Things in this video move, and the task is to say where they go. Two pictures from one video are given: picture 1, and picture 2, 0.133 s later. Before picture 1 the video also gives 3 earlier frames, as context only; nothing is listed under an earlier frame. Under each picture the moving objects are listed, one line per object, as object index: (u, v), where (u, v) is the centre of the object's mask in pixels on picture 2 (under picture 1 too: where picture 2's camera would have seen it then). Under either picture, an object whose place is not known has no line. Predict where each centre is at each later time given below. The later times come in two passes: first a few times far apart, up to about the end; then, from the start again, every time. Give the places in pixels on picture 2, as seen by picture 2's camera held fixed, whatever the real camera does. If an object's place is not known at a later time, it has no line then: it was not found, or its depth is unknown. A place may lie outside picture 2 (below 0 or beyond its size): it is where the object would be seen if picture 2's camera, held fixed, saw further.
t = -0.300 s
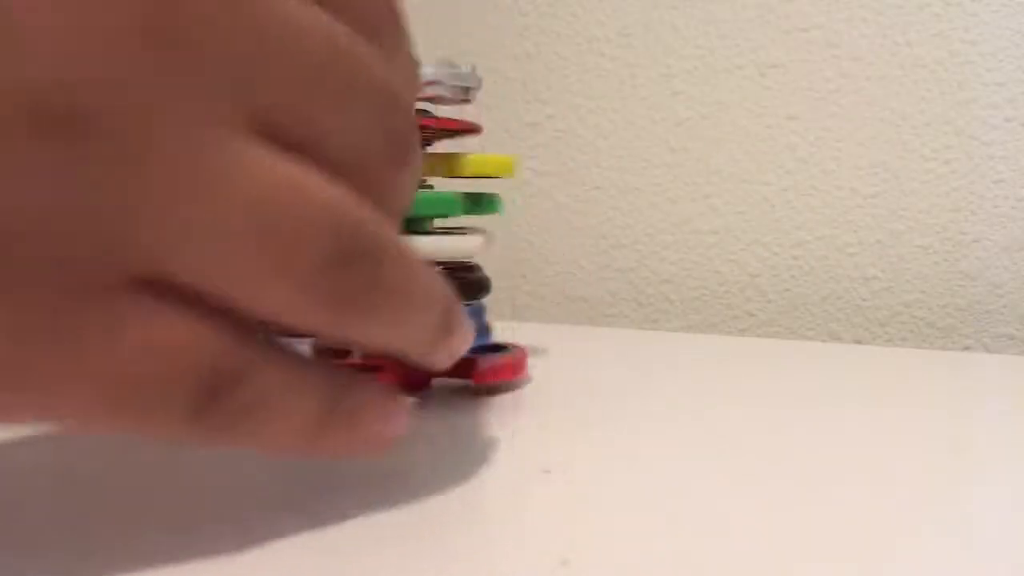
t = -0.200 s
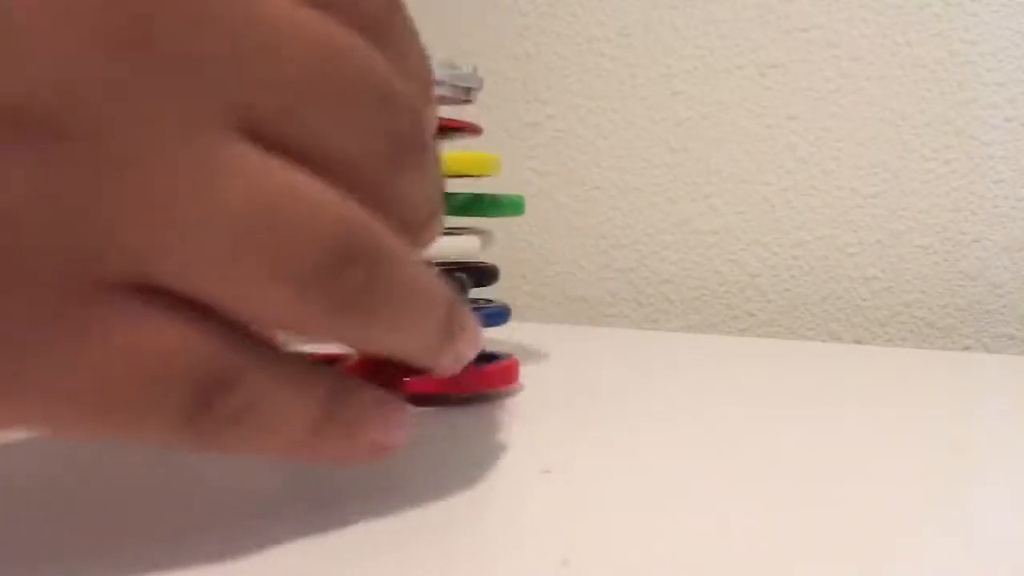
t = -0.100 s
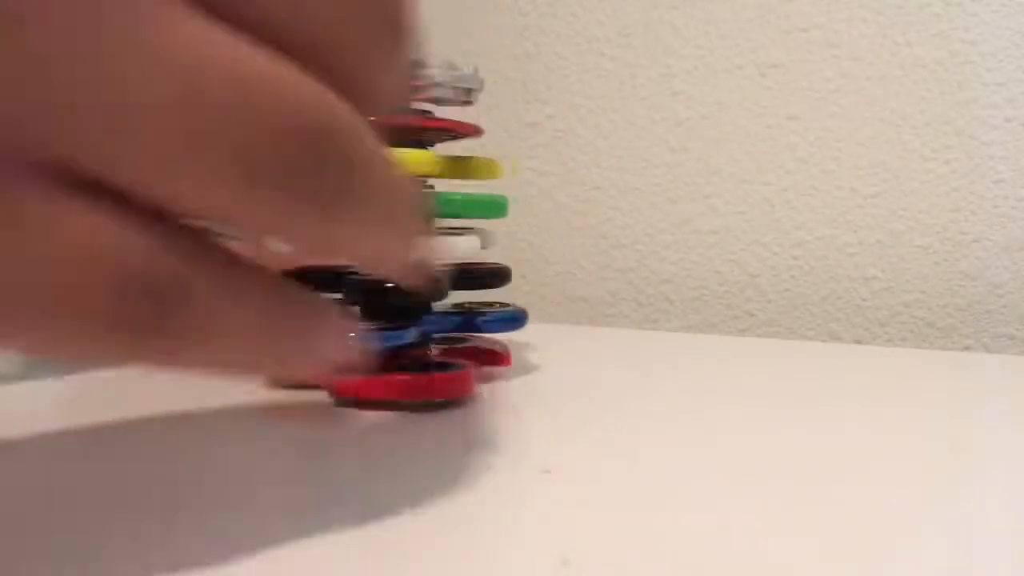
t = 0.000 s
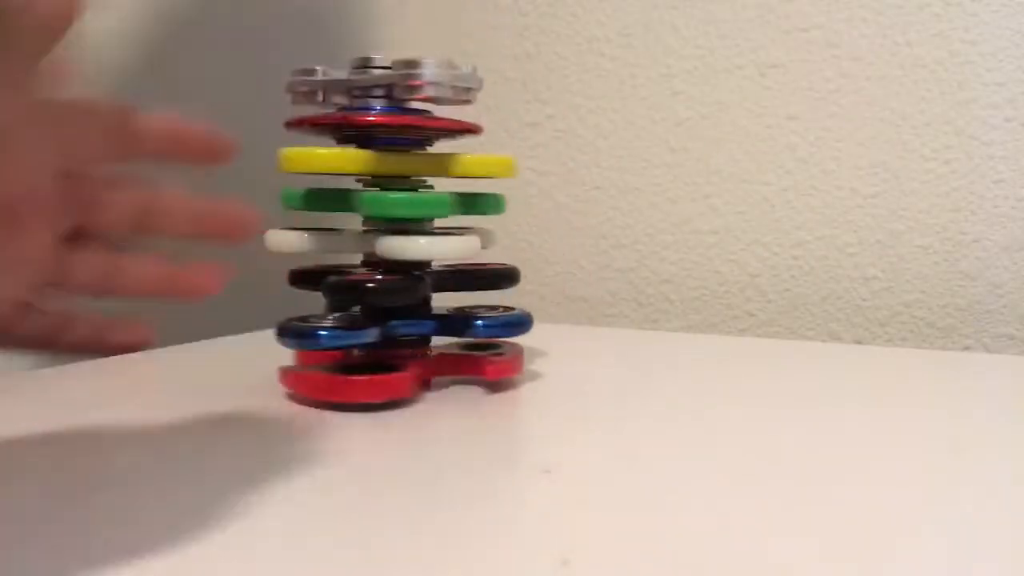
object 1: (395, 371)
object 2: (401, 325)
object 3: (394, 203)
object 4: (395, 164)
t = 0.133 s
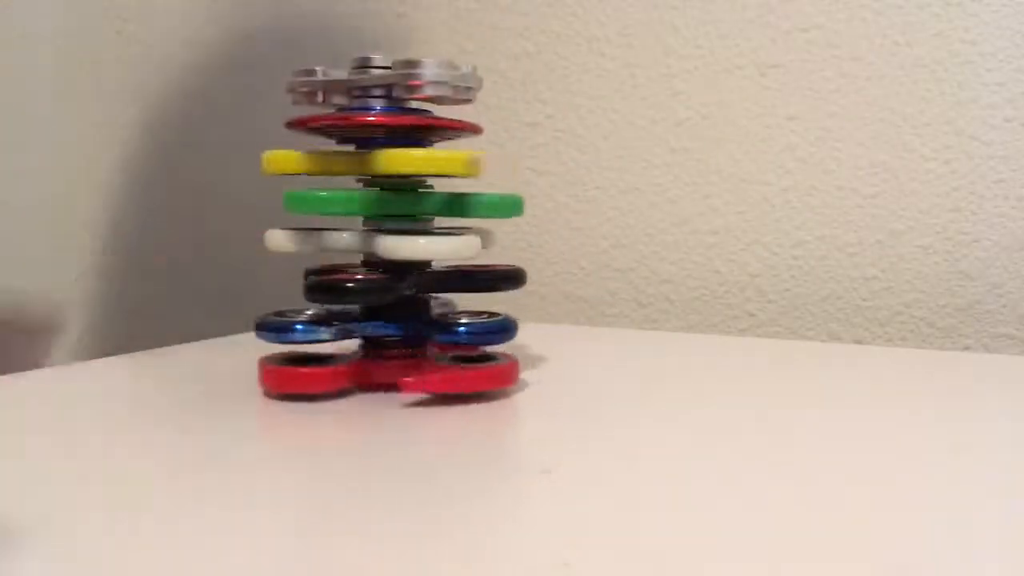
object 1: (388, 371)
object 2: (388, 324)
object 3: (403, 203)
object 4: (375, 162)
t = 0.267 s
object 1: (385, 369)
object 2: (389, 322)
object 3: (385, 203)
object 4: (398, 163)
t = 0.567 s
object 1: (389, 370)
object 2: (398, 324)
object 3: (386, 202)
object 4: (399, 163)
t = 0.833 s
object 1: (386, 372)
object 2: (388, 321)
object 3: (380, 202)
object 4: (403, 163)
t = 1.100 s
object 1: (395, 371)
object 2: (400, 324)
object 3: (389, 203)
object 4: (393, 164)
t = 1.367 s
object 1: (388, 370)
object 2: (388, 322)
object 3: (398, 204)
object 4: (380, 163)
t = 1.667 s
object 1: (392, 370)
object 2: (400, 323)
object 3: (402, 203)
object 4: (376, 163)
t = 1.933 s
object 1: (386, 371)
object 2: (386, 323)
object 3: (413, 204)
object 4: (378, 163)
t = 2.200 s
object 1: (394, 374)
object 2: (399, 323)
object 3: (396, 204)
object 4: (393, 164)
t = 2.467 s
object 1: (390, 371)
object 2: (394, 324)
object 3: (380, 202)
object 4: (402, 163)
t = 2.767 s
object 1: (388, 370)
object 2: (392, 321)
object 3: (388, 203)
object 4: (397, 164)
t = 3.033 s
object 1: (391, 371)
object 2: (399, 323)
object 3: (404, 203)
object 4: (375, 163)
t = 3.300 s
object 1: (393, 371)
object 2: (387, 322)
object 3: (403, 202)
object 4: (385, 163)
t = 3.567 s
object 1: (392, 369)
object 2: (397, 320)
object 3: (380, 202)
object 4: (403, 162)
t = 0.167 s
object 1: (385, 371)
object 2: (388, 323)
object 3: (394, 203)
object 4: (383, 163)
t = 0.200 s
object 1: (384, 370)
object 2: (386, 322)
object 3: (388, 203)
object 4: (394, 163)
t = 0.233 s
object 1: (387, 370)
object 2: (387, 322)
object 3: (381, 203)
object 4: (404, 163)
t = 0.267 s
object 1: (385, 369)
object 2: (389, 322)
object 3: (385, 203)
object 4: (398, 163)
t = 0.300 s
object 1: (387, 369)
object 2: (391, 321)
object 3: (398, 203)
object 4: (392, 163)
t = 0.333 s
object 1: (390, 370)
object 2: (396, 321)
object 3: (406, 203)
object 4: (387, 163)
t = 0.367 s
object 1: (393, 371)
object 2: (398, 322)
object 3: (414, 203)
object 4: (382, 163)
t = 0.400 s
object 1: (396, 372)
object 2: (400, 322)
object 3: (408, 203)
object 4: (376, 162)
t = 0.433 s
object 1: (395, 372)
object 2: (401, 323)
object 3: (401, 203)
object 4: (380, 162)
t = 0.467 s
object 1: (392, 372)
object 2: (401, 323)
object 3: (396, 203)
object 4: (389, 163)
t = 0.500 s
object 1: (390, 371)
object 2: (401, 324)
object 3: (387, 203)
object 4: (399, 163)
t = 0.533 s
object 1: (389, 371)
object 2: (401, 324)
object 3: (380, 203)
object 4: (405, 164)
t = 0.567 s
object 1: (389, 370)
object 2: (398, 324)
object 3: (386, 202)
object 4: (399, 163)
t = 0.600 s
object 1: (387, 370)
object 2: (396, 324)
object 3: (397, 203)
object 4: (394, 163)
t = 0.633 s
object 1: (388, 370)
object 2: (393, 325)
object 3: (406, 203)
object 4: (388, 163)
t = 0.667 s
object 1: (388, 370)
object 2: (392, 324)
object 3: (412, 203)
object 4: (380, 163)
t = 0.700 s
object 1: (390, 370)
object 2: (389, 323)
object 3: (406, 203)
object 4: (375, 163)
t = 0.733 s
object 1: (392, 371)
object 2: (389, 323)
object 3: (400, 203)
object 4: (377, 163)
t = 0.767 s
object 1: (391, 373)
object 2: (388, 323)
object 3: (393, 203)
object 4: (386, 163)
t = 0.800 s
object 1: (388, 373)
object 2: (388, 322)
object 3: (387, 203)
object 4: (396, 163)
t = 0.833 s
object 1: (386, 372)
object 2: (388, 321)
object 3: (380, 202)
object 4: (403, 163)
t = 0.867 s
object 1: (386, 372)
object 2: (391, 321)
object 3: (384, 202)
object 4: (400, 163)
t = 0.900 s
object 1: (387, 370)
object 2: (394, 321)
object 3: (395, 203)
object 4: (394, 163)
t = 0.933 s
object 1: (389, 369)
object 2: (398, 321)
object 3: (405, 203)
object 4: (388, 163)
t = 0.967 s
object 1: (392, 369)
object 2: (400, 321)
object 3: (413, 204)
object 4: (382, 163)
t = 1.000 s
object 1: (395, 370)
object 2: (402, 322)
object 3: (410, 203)
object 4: (375, 163)
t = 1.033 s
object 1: (397, 371)
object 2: (402, 322)
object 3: (404, 203)
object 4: (376, 163)
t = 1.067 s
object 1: (397, 372)
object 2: (401, 323)
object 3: (396, 203)
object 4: (385, 163)
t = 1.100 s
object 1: (395, 371)
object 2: (400, 324)
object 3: (389, 203)
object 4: (393, 164)
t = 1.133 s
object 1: (394, 370)
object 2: (399, 324)
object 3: (384, 203)
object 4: (402, 164)
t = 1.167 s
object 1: (391, 371)
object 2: (397, 324)
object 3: (380, 203)
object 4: (402, 164)
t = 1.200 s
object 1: (388, 371)
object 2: (393, 324)
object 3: (390, 203)
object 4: (395, 163)
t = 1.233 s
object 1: (387, 370)
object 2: (391, 324)
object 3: (398, 203)
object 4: (388, 163)
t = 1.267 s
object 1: (385, 370)
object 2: (389, 323)
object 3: (411, 204)
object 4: (383, 163)
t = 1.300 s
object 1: (384, 370)
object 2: (389, 323)
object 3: (412, 204)
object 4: (378, 163)
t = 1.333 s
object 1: (387, 370)
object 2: (388, 323)
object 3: (405, 204)
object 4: (373, 163)
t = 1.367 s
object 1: (388, 370)
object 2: (388, 322)
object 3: (398, 204)
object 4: (380, 163)
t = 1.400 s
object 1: (390, 371)
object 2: (388, 322)
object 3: (392, 203)
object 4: (390, 164)
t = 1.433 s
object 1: (392, 372)
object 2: (389, 321)
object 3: (387, 203)
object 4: (400, 164)
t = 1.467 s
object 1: (392, 373)
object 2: (392, 321)
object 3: (380, 203)
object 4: (403, 163)
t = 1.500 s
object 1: (391, 373)
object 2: (395, 321)
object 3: (385, 203)
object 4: (396, 163)
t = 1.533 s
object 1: (389, 372)
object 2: (397, 321)
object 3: (394, 203)
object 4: (390, 163)
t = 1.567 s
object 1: (388, 372)
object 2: (399, 321)
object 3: (405, 203)
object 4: (384, 163)
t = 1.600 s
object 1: (388, 371)
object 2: (401, 322)
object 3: (413, 204)
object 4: (378, 163)
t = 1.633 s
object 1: (389, 370)
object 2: (401, 322)
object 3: (410, 204)
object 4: (374, 163)
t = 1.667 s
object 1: (392, 370)
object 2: (400, 323)
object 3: (402, 203)
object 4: (376, 163)
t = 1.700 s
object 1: (395, 370)
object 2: (399, 323)
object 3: (396, 204)
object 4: (384, 163)
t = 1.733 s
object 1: (395, 371)
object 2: (397, 323)
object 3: (391, 203)
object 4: (394, 164)
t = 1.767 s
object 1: (395, 371)
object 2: (395, 324)
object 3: (385, 203)
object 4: (401, 164)
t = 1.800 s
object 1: (396, 371)
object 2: (393, 324)
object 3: (381, 203)
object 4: (401, 164)
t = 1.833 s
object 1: (393, 371)
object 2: (391, 324)
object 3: (388, 203)
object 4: (397, 164)
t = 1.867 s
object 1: (390, 372)
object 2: (388, 326)
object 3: (397, 203)
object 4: (391, 163)
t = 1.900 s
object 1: (388, 371)
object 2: (386, 323)
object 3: (406, 203)
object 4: (383, 163)
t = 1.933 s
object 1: (386, 371)
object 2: (386, 323)
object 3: (413, 204)
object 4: (378, 163)
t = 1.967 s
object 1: (383, 372)
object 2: (386, 323)
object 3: (408, 204)
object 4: (374, 163)
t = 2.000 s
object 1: (383, 371)
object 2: (387, 322)
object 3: (403, 203)
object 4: (377, 163)
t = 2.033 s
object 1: (386, 370)
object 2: (388, 322)
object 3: (397, 203)
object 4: (386, 163)
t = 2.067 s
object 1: (386, 370)
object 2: (389, 321)
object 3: (391, 203)
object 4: (394, 163)
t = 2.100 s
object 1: (389, 370)
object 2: (392, 321)
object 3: (386, 203)
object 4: (403, 163)
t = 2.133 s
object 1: (391, 371)
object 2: (394, 321)
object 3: (381, 202)
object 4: (403, 163)
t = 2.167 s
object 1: (395, 373)
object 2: (397, 322)
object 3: (387, 203)
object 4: (397, 164)
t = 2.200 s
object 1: (394, 374)
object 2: (399, 323)
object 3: (396, 204)
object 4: (393, 164)
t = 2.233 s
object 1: (391, 373)
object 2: (401, 323)
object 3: (405, 204)
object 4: (385, 164)
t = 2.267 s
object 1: (391, 371)
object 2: (401, 323)
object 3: (413, 204)
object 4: (379, 164)
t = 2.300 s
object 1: (391, 371)
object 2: (400, 323)
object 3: (409, 204)
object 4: (374, 163)
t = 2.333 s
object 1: (390, 371)
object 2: (400, 324)
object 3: (403, 204)
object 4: (377, 163)
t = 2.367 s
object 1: (389, 372)
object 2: (398, 325)
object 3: (397, 204)
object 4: (386, 163)
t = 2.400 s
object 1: (389, 373)
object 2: (397, 325)
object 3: (391, 204)
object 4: (395, 164)
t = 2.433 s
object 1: (390, 372)
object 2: (395, 325)
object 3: (386, 203)
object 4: (401, 164)
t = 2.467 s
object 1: (390, 371)
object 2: (394, 324)
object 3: (380, 202)
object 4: (402, 163)
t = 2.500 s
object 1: (391, 372)
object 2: (391, 324)
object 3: (384, 202)
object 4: (397, 164)
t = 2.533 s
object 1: (393, 371)
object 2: (389, 323)
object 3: (393, 203)
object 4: (392, 163)
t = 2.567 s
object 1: (392, 371)
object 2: (388, 323)
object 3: (401, 203)
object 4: (387, 164)
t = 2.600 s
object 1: (389, 373)
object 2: (387, 323)
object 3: (409, 203)
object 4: (381, 163)
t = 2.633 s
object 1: (386, 372)
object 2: (387, 323)
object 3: (412, 203)
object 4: (376, 163)
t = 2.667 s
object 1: (384, 372)
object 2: (387, 322)
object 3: (405, 203)
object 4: (373, 163)
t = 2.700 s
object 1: (384, 371)
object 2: (388, 321)
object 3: (399, 203)
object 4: (380, 163)
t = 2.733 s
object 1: (385, 370)
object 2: (389, 321)
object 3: (394, 203)
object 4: (389, 163)
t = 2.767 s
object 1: (388, 370)
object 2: (392, 321)
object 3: (388, 203)
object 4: (397, 164)
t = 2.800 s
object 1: (389, 370)
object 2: (394, 321)
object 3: (383, 203)
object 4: (404, 164)
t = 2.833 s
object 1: (392, 370)
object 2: (397, 321)
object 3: (380, 202)
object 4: (401, 163)
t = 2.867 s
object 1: (393, 370)
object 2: (399, 321)
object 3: (387, 202)
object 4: (395, 163)
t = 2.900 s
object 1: (396, 372)
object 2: (401, 322)
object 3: (395, 202)
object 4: (390, 163)
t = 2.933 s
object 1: (397, 372)
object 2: (401, 322)
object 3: (404, 202)
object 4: (385, 163)
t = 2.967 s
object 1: (395, 371)
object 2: (401, 323)
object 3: (411, 203)
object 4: (379, 163)
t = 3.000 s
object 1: (393, 371)
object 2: (400, 323)
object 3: (409, 203)
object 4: (376, 163)
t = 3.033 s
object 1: (391, 371)
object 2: (399, 323)
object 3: (404, 203)
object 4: (375, 163)
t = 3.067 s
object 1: (389, 370)
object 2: (398, 323)
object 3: (399, 203)
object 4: (383, 163)
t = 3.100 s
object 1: (387, 370)
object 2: (396, 323)
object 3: (394, 203)
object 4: (390, 163)
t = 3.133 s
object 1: (387, 370)
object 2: (394, 323)
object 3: (388, 202)
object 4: (398, 163)
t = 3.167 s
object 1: (386, 371)
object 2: (393, 323)
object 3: (383, 202)
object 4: (403, 163)
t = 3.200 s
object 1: (387, 371)
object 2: (392, 323)
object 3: (381, 202)
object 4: (401, 163)
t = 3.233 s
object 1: (387, 371)
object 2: (391, 323)
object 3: (387, 202)
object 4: (396, 163)
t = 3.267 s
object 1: (389, 371)
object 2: (389, 322)
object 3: (396, 202)
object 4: (391, 163)
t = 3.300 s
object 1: (393, 371)
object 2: (387, 322)
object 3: (403, 202)
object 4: (385, 163)
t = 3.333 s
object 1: (392, 371)
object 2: (387, 322)
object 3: (411, 202)
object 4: (381, 162)
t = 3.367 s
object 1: (389, 372)
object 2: (387, 322)
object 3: (411, 202)
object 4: (376, 162)
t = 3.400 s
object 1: (388, 373)
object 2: (388, 322)
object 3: (406, 203)
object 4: (374, 163)
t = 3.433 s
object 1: (385, 370)
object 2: (389, 320)
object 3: (400, 202)
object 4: (383, 162)
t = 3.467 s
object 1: (385, 369)
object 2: (391, 319)
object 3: (394, 201)
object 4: (390, 161)
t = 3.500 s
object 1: (388, 370)
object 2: (393, 320)
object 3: (389, 202)
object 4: (397, 162)
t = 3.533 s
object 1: (391, 371)
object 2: (395, 321)
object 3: (385, 203)
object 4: (405, 163)
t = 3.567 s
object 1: (392, 369)
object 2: (397, 320)
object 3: (380, 202)
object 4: (403, 162)
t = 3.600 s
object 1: (393, 371)
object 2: (399, 322)
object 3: (385, 203)
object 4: (398, 164)
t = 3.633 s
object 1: (394, 371)
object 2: (399, 321)
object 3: (391, 202)
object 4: (391, 163)
